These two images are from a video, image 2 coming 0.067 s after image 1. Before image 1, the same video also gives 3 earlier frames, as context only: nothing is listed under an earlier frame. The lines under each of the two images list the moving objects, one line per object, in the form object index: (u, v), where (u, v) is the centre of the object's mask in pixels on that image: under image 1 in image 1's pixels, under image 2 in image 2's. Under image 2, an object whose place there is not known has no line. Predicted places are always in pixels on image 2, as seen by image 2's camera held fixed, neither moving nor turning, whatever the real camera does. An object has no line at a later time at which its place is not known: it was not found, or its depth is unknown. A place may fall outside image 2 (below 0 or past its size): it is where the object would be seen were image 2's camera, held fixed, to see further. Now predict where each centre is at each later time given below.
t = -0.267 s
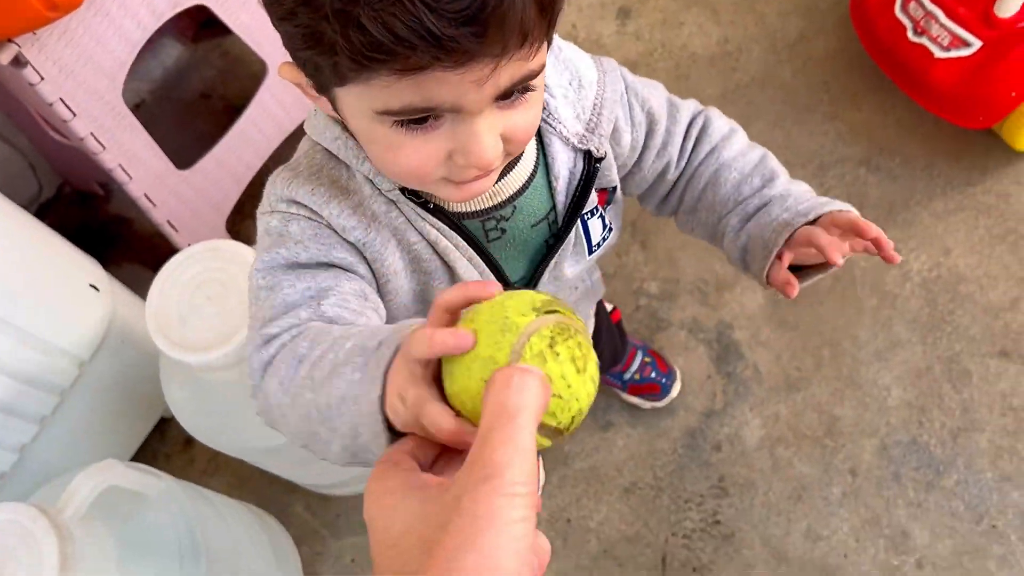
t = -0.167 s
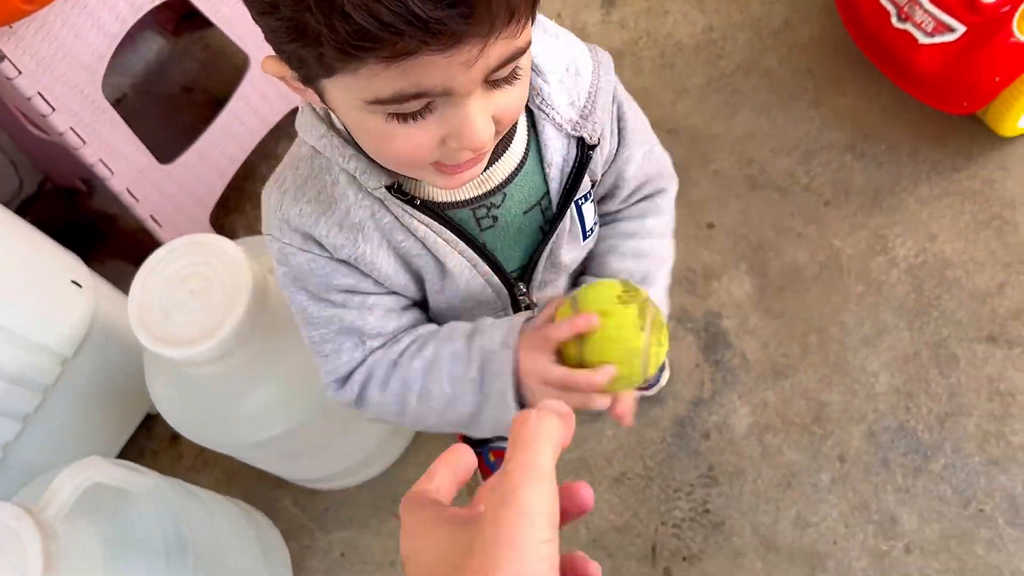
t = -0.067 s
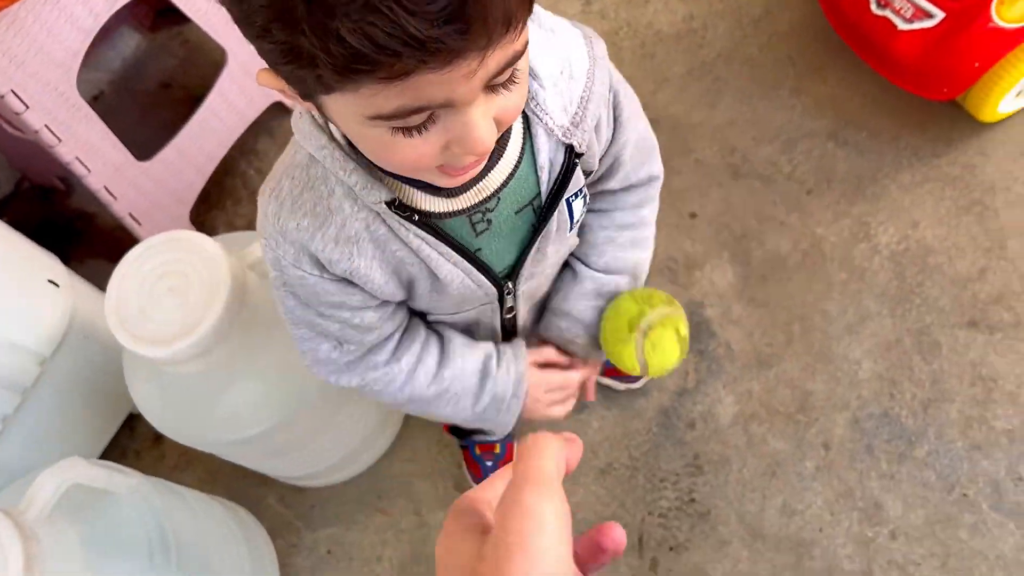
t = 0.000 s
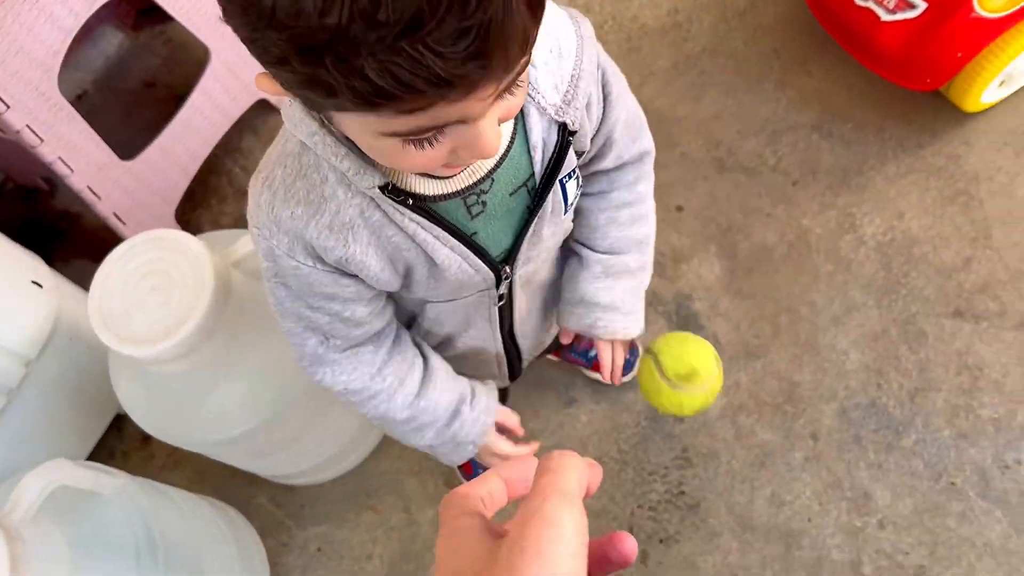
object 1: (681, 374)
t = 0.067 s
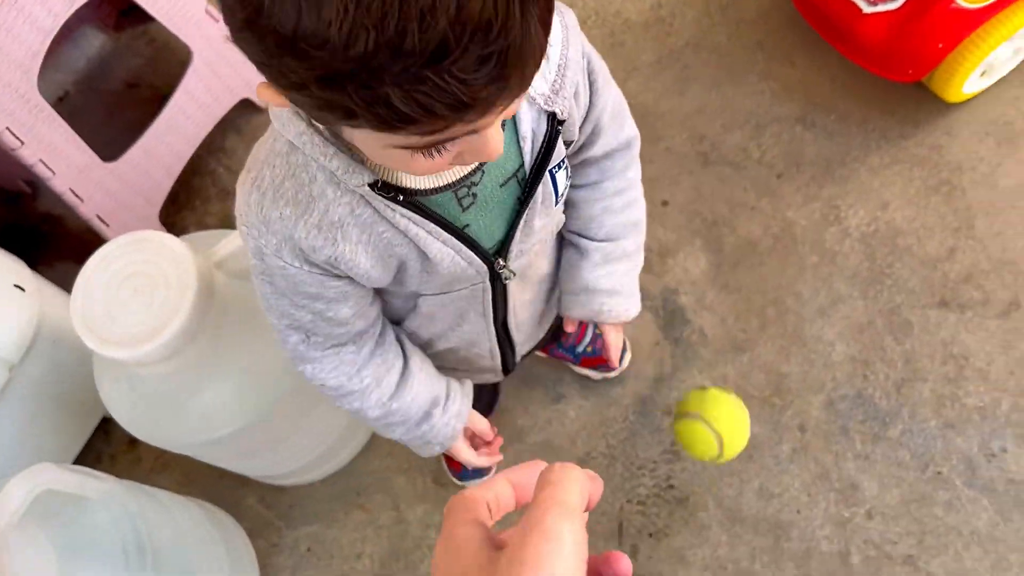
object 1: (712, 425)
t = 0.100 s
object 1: (729, 452)
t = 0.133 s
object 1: (743, 477)
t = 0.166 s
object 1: (754, 498)
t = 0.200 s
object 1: (778, 508)
